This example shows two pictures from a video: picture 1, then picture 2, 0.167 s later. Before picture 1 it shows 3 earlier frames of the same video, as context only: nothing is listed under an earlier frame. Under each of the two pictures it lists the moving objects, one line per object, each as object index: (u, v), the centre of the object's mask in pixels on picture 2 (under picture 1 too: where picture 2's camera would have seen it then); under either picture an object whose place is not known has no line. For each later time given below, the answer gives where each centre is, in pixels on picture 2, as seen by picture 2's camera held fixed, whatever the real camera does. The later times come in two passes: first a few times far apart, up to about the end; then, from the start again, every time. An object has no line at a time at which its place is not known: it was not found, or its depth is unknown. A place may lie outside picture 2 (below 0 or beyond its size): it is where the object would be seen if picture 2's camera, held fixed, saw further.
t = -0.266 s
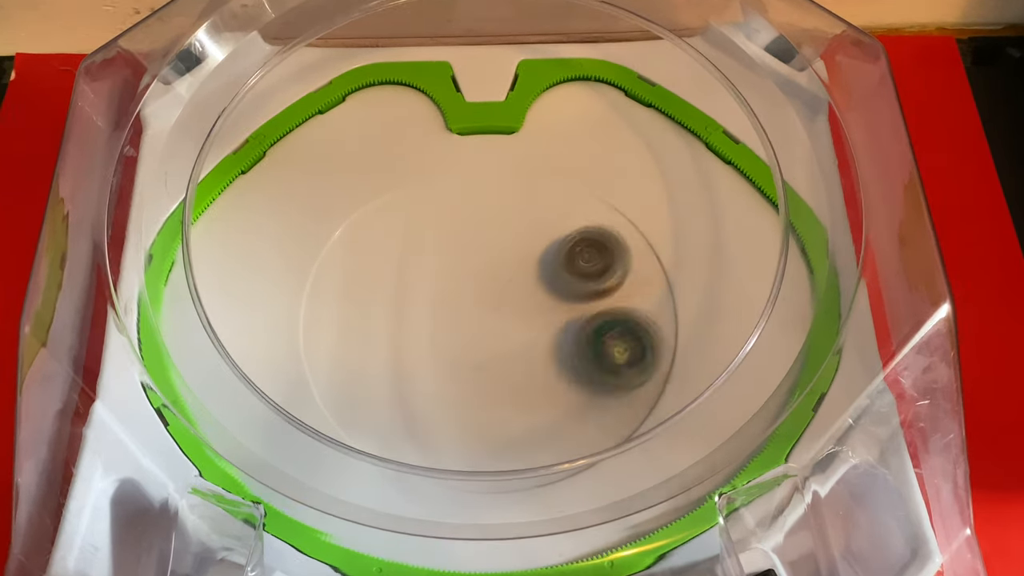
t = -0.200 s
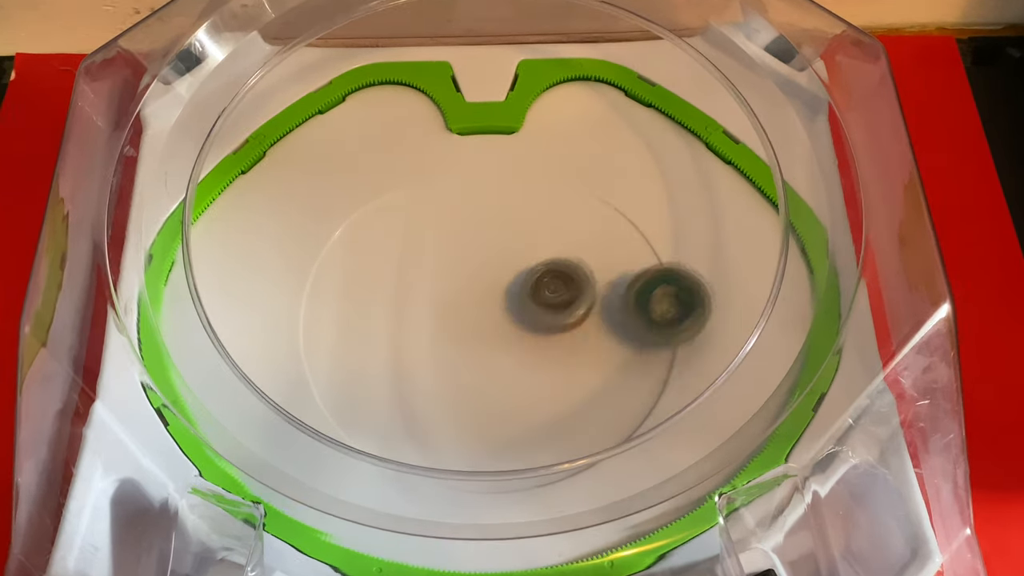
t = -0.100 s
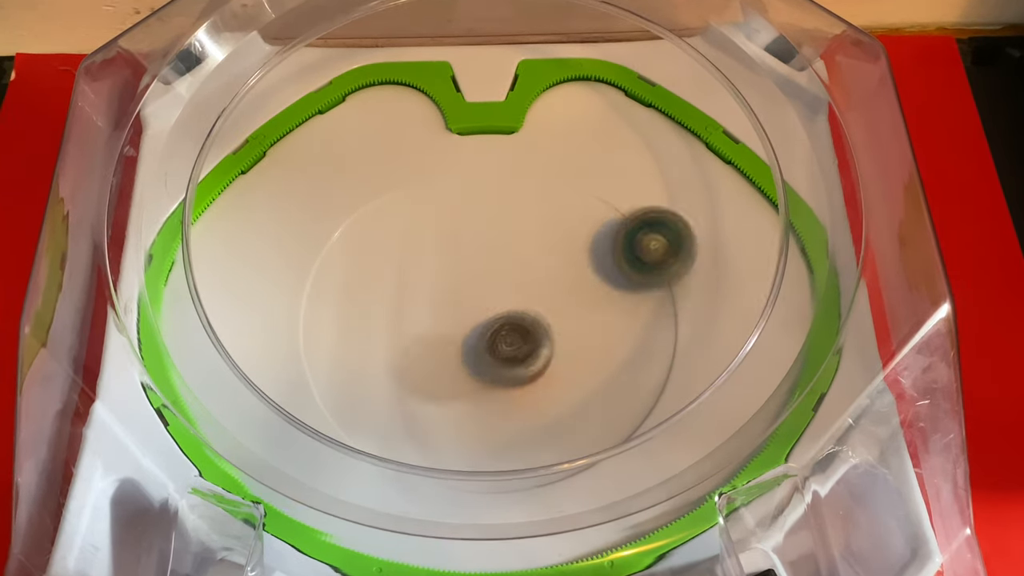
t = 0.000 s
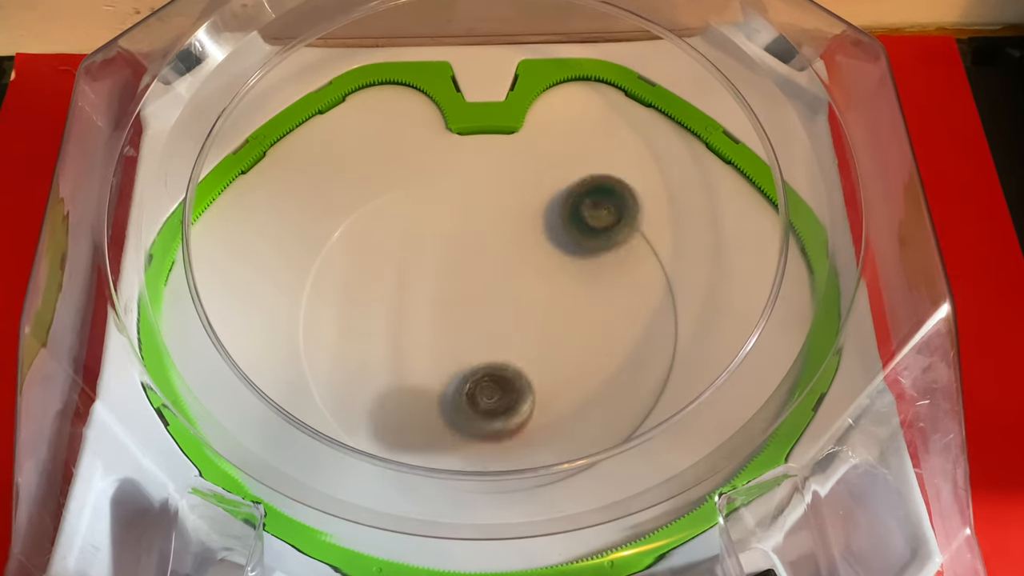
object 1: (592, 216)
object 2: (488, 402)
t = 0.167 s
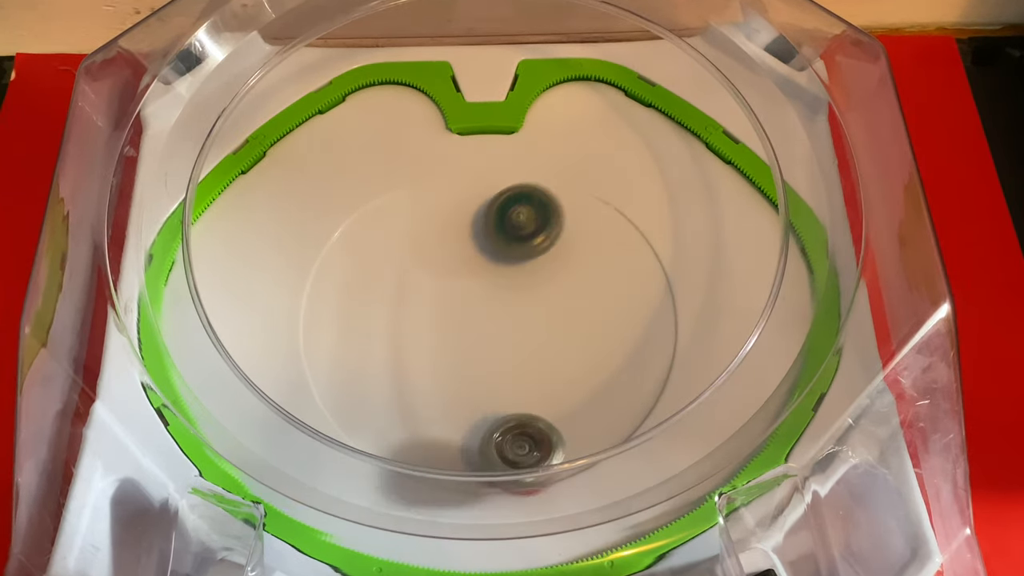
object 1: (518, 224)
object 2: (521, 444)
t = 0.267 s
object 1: (488, 270)
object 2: (541, 434)
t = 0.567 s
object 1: (390, 181)
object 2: (625, 494)
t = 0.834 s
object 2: (605, 362)
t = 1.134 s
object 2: (702, 196)
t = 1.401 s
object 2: (709, 208)
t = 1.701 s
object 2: (666, 346)
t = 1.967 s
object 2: (452, 478)
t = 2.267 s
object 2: (305, 348)
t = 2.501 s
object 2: (333, 254)
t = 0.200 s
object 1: (506, 236)
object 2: (529, 443)
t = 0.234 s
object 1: (496, 252)
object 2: (536, 440)
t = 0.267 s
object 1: (488, 270)
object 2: (541, 434)
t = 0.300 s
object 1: (484, 289)
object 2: (546, 424)
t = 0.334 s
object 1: (483, 310)
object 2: (546, 408)
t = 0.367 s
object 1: (486, 329)
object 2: (540, 393)
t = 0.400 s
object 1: (467, 298)
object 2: (565, 423)
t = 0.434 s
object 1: (448, 264)
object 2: (590, 444)
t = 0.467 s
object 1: (430, 235)
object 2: (597, 460)
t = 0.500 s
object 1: (416, 211)
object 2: (605, 467)
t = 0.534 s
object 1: (402, 193)
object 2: (613, 480)
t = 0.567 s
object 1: (390, 181)
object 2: (625, 494)
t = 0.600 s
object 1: (379, 177)
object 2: (626, 502)
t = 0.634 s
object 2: (627, 512)
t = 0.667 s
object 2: (632, 494)
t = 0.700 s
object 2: (628, 461)
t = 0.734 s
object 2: (630, 432)
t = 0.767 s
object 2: (621, 406)
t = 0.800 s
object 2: (617, 385)
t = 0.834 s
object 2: (605, 362)
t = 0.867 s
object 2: (590, 338)
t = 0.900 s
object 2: (574, 317)
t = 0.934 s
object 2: (550, 300)
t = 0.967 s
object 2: (531, 284)
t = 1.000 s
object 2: (560, 260)
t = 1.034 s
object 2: (600, 246)
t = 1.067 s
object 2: (635, 224)
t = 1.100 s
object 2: (669, 210)
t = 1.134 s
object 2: (702, 196)
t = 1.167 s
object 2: (728, 187)
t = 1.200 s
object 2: (745, 179)
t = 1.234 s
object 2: (744, 176)
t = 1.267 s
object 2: (741, 175)
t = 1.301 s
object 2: (737, 178)
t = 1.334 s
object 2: (726, 191)
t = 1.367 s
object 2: (716, 197)
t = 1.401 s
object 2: (709, 208)
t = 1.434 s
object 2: (703, 217)
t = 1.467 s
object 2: (696, 228)
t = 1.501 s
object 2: (689, 240)
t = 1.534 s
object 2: (681, 253)
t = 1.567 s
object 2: (672, 266)
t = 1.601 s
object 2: (662, 280)
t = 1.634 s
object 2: (666, 297)
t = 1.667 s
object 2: (669, 317)
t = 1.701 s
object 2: (666, 346)
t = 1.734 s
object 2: (645, 381)
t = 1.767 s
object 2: (628, 403)
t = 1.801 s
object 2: (607, 436)
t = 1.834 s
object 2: (580, 454)
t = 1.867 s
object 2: (551, 469)
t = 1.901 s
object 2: (518, 477)
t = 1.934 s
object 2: (483, 480)
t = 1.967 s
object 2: (452, 478)
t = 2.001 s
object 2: (423, 472)
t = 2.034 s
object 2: (394, 461)
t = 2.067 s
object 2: (370, 449)
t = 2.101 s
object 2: (353, 432)
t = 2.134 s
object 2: (337, 416)
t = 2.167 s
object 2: (324, 397)
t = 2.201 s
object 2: (314, 382)
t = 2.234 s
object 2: (309, 364)
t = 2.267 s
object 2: (305, 348)
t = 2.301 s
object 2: (304, 332)
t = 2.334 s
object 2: (305, 317)
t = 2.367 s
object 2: (307, 304)
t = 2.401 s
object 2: (311, 289)
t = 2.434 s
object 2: (317, 277)
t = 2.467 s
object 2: (324, 265)
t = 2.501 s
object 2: (333, 254)
